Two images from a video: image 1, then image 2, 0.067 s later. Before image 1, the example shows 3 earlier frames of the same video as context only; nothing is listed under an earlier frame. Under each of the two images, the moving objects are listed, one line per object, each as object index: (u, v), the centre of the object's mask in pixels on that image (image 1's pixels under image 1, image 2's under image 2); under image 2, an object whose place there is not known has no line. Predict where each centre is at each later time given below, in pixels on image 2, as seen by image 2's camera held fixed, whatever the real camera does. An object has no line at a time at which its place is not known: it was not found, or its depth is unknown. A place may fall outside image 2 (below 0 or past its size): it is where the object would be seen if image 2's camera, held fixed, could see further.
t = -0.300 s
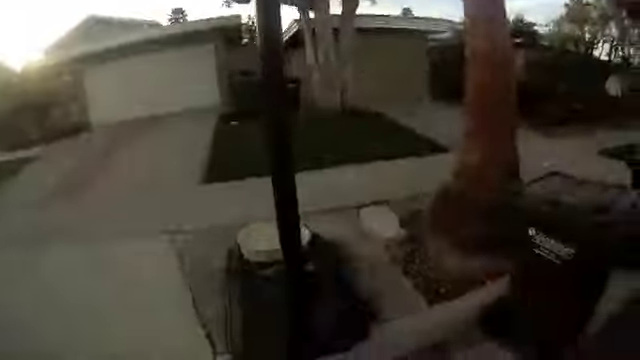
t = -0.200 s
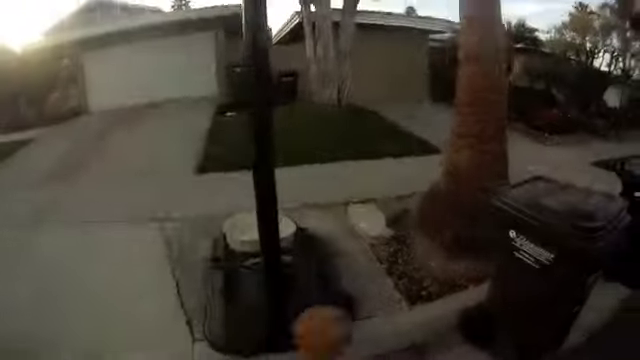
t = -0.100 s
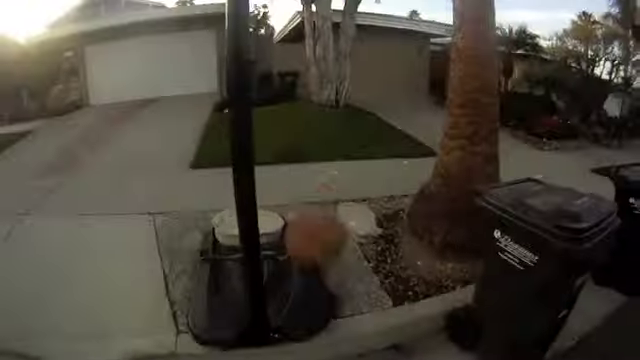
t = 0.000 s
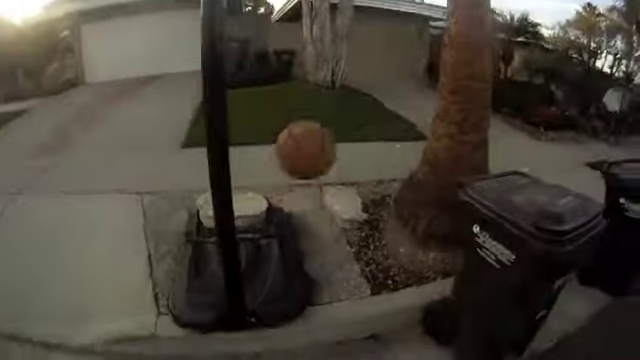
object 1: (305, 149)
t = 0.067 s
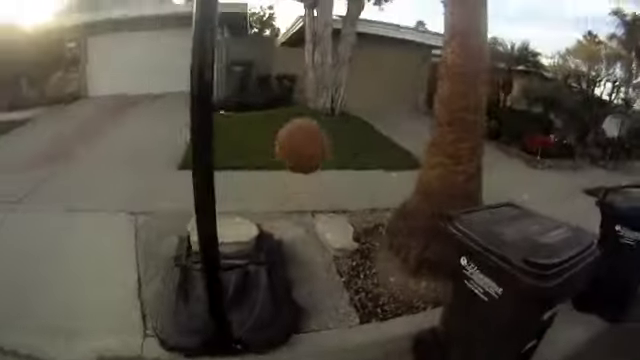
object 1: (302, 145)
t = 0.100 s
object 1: (306, 132)
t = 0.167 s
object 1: (306, 117)
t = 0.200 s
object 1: (308, 114)
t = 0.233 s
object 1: (309, 112)
